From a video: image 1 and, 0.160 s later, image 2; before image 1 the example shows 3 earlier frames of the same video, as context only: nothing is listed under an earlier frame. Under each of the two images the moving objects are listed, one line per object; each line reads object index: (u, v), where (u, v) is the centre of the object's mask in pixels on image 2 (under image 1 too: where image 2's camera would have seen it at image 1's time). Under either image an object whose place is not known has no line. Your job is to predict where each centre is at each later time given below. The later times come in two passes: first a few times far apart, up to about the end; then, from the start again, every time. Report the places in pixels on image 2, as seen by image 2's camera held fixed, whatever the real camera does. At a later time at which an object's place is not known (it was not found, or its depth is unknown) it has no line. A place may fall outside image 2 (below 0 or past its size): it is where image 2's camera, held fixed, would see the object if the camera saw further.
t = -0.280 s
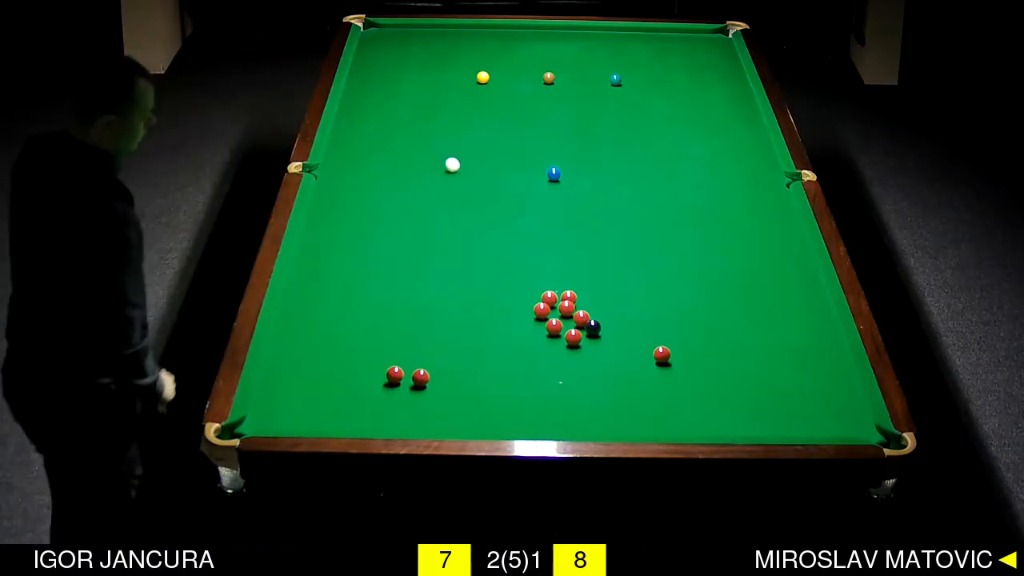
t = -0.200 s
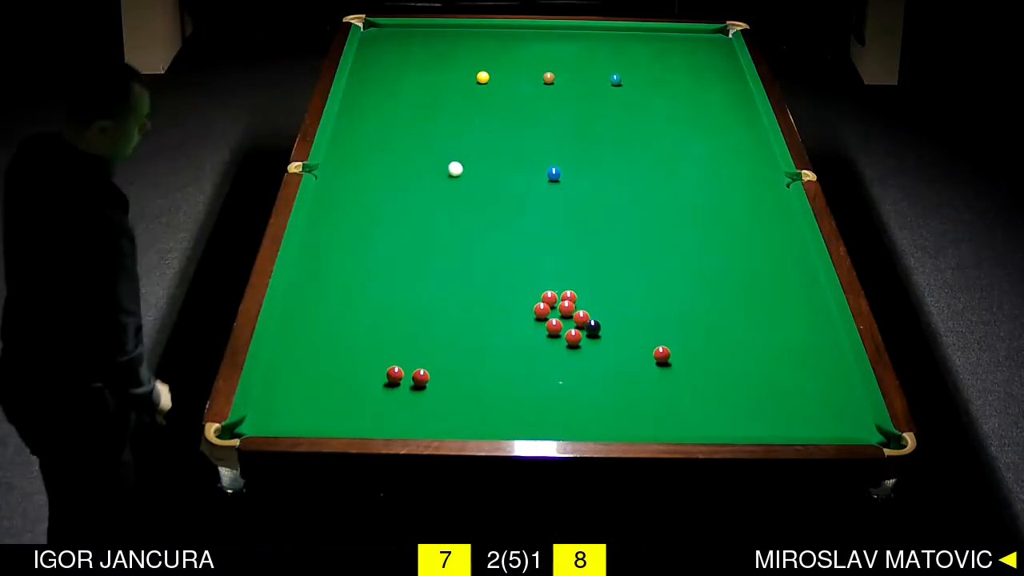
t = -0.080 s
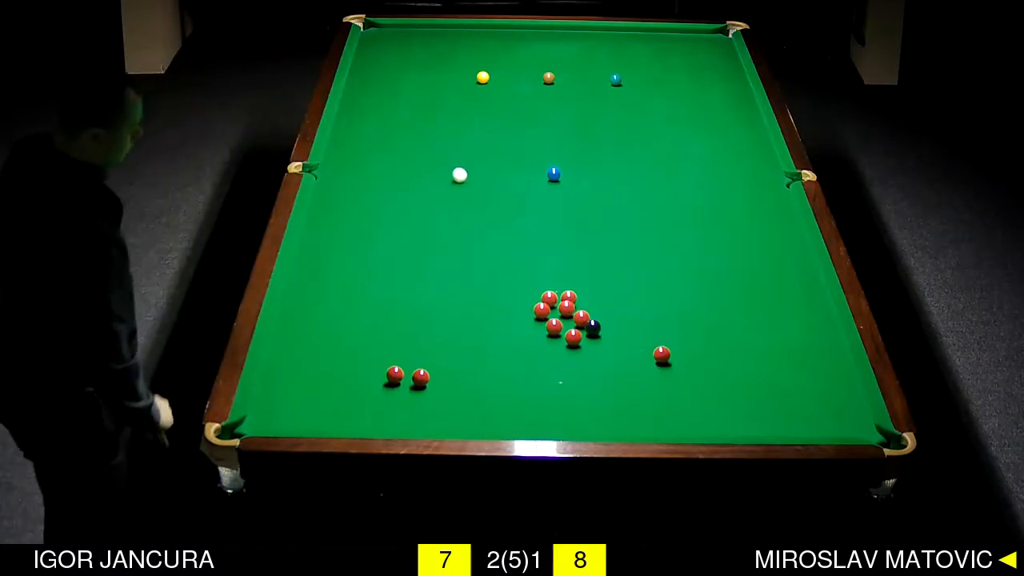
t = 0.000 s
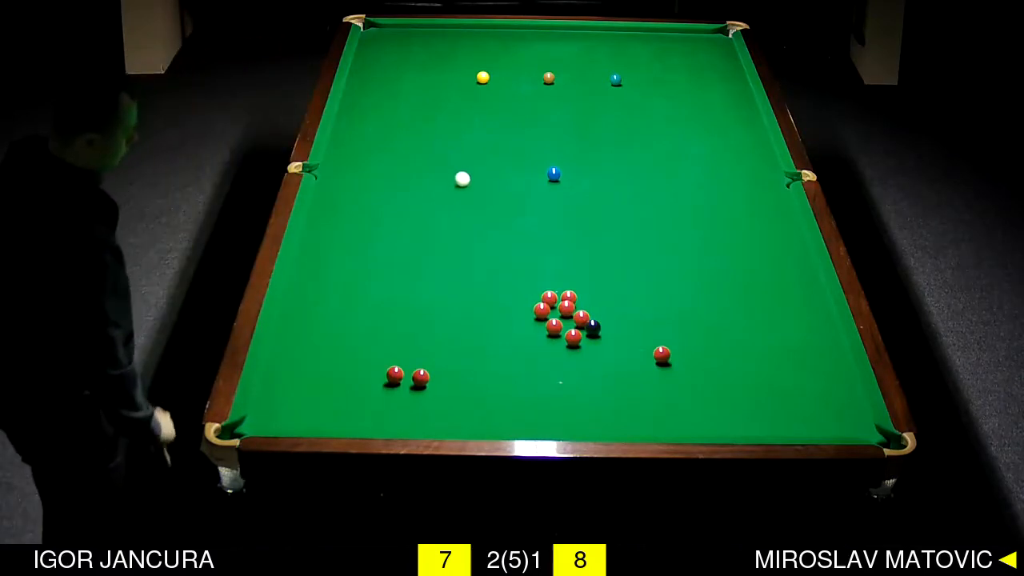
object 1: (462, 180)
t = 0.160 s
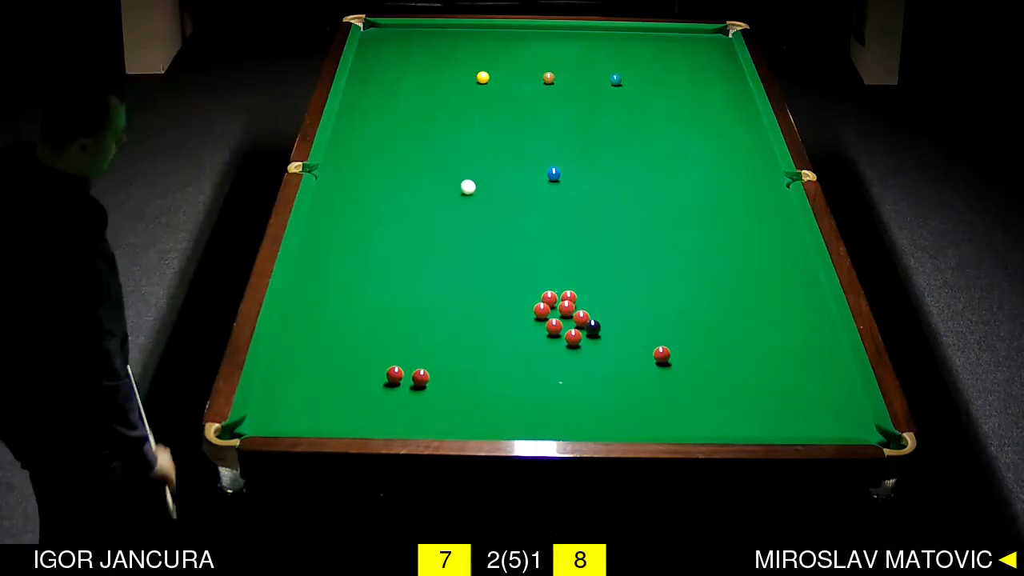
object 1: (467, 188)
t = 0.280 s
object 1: (472, 194)
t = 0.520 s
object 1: (480, 205)
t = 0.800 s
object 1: (489, 219)
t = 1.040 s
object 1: (496, 230)
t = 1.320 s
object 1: (505, 242)
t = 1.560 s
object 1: (512, 252)
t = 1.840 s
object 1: (520, 264)
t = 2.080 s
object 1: (526, 273)
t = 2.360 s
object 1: (533, 282)
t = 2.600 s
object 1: (538, 290)
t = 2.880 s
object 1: (539, 294)
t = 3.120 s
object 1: (538, 294)
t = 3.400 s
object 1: (538, 295)
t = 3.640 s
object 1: (538, 294)
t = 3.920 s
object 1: (538, 294)
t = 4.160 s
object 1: (538, 294)
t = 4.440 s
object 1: (538, 294)
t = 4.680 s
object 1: (538, 294)
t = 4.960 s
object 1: (538, 294)
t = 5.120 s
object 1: (538, 294)
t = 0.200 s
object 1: (469, 190)
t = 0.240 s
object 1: (470, 192)
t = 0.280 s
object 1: (472, 194)
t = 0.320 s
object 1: (473, 196)
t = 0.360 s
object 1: (474, 198)
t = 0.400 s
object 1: (476, 200)
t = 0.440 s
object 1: (477, 202)
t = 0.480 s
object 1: (479, 203)
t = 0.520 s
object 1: (480, 205)
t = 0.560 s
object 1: (481, 208)
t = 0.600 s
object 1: (482, 209)
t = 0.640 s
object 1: (484, 211)
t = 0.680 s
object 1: (485, 213)
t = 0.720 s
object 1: (486, 215)
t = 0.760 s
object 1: (488, 217)
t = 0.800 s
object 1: (489, 219)
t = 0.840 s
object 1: (490, 220)
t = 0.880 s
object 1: (492, 222)
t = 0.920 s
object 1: (493, 224)
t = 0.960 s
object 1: (494, 226)
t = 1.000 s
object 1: (495, 228)
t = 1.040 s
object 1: (496, 230)
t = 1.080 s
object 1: (498, 232)
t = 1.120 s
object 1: (499, 234)
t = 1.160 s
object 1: (500, 235)
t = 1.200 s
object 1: (501, 237)
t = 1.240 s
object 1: (503, 238)
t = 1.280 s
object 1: (504, 241)
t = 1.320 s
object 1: (505, 242)
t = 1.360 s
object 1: (506, 244)
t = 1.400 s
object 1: (507, 246)
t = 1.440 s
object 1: (508, 248)
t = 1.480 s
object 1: (510, 249)
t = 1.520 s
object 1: (511, 250)
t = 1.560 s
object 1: (512, 252)
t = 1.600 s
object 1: (513, 254)
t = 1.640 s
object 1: (514, 256)
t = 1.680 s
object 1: (515, 257)
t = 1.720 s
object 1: (517, 259)
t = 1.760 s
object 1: (518, 260)
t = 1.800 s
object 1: (519, 262)
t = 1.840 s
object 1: (520, 264)
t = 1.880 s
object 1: (521, 265)
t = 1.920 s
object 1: (522, 267)
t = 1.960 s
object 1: (523, 268)
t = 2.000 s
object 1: (524, 270)
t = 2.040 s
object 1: (525, 271)
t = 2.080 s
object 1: (526, 273)
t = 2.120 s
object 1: (527, 274)
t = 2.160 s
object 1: (528, 276)
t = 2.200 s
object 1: (529, 277)
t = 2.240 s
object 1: (530, 278)
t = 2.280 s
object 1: (531, 280)
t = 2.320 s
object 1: (532, 281)
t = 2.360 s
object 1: (533, 282)
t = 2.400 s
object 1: (534, 284)
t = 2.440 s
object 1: (535, 285)
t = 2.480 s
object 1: (536, 286)
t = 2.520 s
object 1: (536, 288)
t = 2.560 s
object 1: (537, 289)
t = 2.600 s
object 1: (538, 290)
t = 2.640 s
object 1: (538, 291)
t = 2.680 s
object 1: (539, 292)
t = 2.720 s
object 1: (539, 292)
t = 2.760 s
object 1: (539, 293)
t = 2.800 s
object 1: (539, 293)
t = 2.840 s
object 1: (539, 293)
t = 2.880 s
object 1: (539, 294)
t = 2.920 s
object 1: (539, 294)
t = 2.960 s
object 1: (538, 294)
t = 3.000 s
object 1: (538, 294)
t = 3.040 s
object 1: (538, 294)
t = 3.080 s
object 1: (538, 294)
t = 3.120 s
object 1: (538, 294)
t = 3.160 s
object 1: (538, 294)
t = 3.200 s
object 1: (538, 294)
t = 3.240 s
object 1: (538, 294)
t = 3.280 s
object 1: (538, 294)
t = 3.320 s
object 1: (538, 294)
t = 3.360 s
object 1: (538, 294)
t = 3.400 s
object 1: (538, 295)
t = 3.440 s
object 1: (538, 294)
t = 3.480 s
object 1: (538, 294)
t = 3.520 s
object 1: (538, 294)
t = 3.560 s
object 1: (538, 294)
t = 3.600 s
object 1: (538, 294)
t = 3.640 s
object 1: (538, 294)
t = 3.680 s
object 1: (538, 294)
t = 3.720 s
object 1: (538, 294)
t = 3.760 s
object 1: (538, 294)
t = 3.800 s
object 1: (538, 294)
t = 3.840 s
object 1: (538, 294)
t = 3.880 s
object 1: (538, 294)
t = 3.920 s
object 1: (538, 294)
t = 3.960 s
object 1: (538, 294)
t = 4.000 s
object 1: (538, 294)
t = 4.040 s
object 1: (538, 294)
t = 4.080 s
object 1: (538, 294)
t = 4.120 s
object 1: (538, 294)
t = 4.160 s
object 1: (538, 294)
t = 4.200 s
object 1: (538, 294)
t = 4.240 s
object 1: (538, 294)
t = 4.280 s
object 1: (538, 294)
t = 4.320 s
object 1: (538, 294)
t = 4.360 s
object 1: (538, 294)
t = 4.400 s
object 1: (538, 294)
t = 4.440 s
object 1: (538, 294)
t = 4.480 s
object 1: (538, 294)
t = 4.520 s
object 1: (538, 294)
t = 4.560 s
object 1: (538, 294)
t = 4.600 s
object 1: (538, 294)
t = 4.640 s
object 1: (538, 294)
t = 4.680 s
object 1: (538, 294)
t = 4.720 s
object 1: (538, 294)
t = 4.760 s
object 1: (538, 294)
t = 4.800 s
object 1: (538, 294)
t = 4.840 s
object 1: (538, 294)
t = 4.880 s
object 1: (538, 294)
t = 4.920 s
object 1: (538, 294)
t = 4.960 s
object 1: (538, 294)
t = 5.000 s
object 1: (538, 294)
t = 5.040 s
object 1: (538, 294)
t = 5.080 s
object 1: (538, 294)
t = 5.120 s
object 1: (538, 294)
